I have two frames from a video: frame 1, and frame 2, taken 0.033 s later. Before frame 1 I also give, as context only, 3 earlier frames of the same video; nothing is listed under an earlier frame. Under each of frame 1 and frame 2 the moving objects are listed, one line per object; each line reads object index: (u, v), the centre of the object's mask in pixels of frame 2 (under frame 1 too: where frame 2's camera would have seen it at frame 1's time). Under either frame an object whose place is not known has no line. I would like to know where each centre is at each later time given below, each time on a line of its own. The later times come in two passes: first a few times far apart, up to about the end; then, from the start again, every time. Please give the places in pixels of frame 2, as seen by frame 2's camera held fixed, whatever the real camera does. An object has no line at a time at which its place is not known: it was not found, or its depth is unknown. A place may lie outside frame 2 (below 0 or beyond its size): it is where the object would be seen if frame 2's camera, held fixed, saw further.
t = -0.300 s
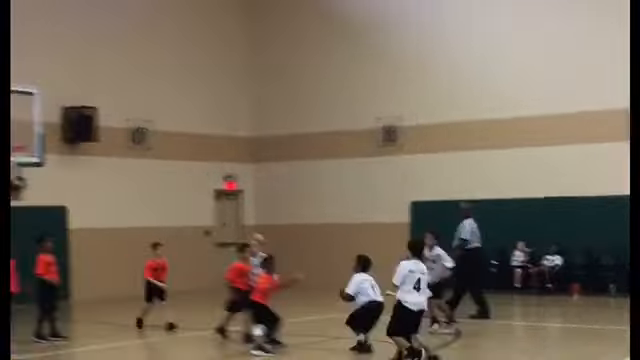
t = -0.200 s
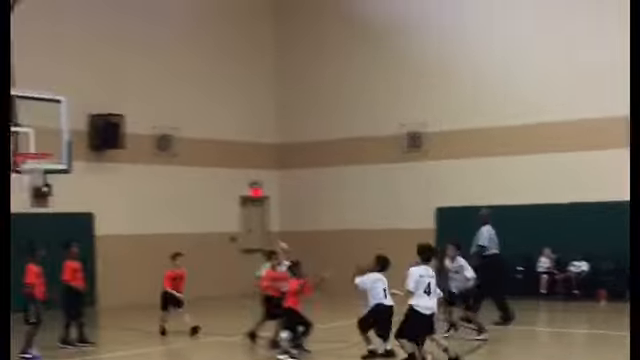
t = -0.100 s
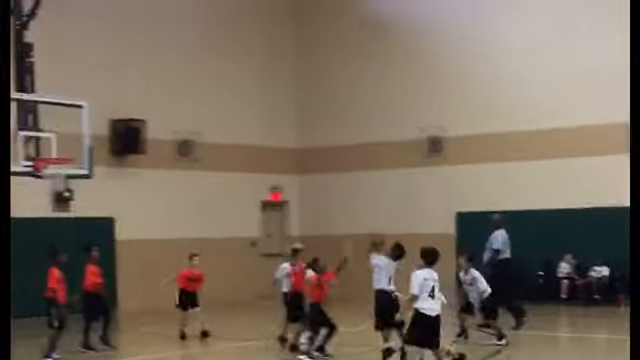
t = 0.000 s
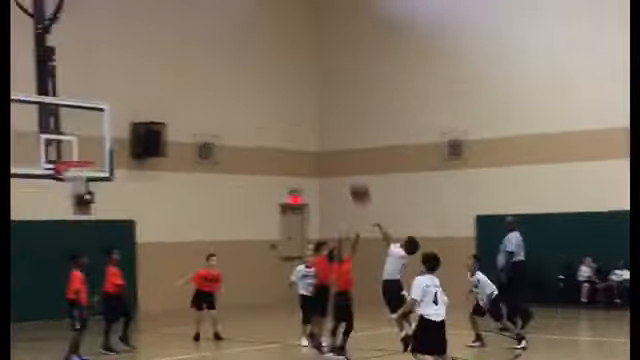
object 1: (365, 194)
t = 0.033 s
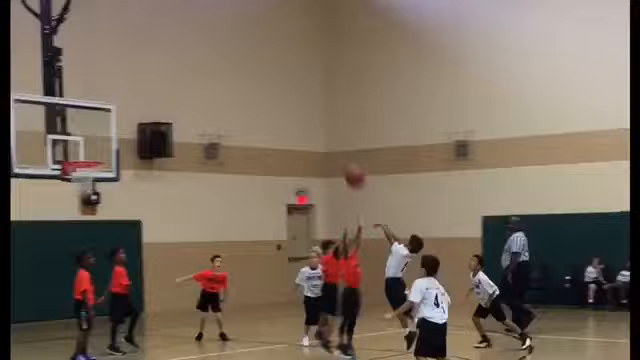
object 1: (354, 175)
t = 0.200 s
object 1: (300, 116)
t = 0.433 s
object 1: (229, 73)
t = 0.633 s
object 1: (174, 72)
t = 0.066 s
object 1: (343, 166)
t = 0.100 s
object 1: (332, 150)
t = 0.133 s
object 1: (321, 137)
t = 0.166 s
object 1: (310, 127)
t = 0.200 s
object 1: (300, 116)
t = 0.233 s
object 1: (290, 107)
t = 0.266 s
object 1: (279, 99)
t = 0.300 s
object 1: (269, 91)
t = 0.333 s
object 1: (258, 85)
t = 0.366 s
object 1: (249, 80)
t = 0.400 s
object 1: (239, 76)
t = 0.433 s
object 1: (229, 73)
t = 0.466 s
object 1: (220, 70)
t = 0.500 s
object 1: (210, 69)
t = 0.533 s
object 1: (201, 68)
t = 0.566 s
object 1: (192, 69)
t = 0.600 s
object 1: (183, 70)
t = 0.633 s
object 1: (174, 72)
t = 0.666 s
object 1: (165, 75)
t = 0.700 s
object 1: (156, 79)
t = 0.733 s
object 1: (148, 84)
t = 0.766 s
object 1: (139, 89)
